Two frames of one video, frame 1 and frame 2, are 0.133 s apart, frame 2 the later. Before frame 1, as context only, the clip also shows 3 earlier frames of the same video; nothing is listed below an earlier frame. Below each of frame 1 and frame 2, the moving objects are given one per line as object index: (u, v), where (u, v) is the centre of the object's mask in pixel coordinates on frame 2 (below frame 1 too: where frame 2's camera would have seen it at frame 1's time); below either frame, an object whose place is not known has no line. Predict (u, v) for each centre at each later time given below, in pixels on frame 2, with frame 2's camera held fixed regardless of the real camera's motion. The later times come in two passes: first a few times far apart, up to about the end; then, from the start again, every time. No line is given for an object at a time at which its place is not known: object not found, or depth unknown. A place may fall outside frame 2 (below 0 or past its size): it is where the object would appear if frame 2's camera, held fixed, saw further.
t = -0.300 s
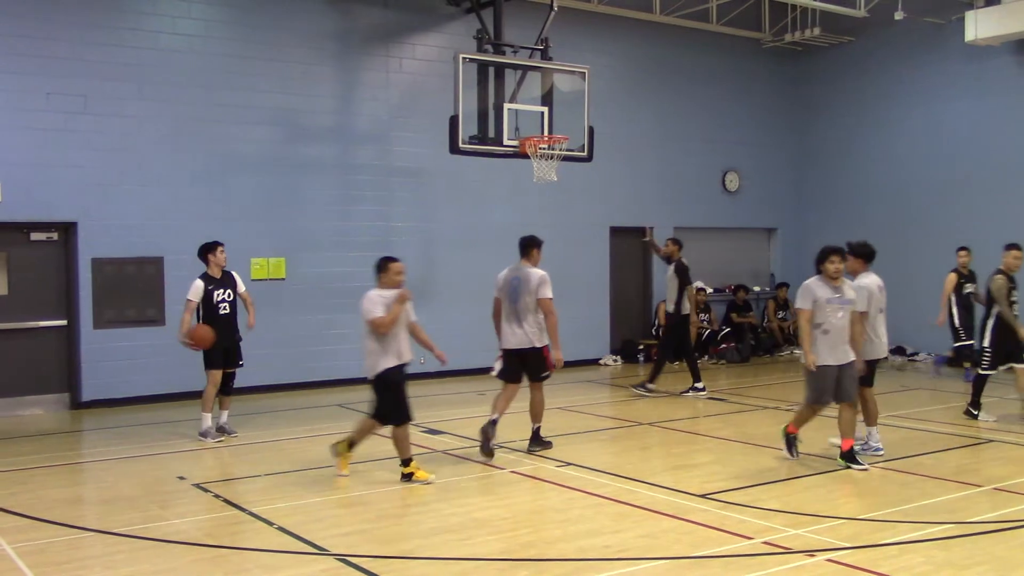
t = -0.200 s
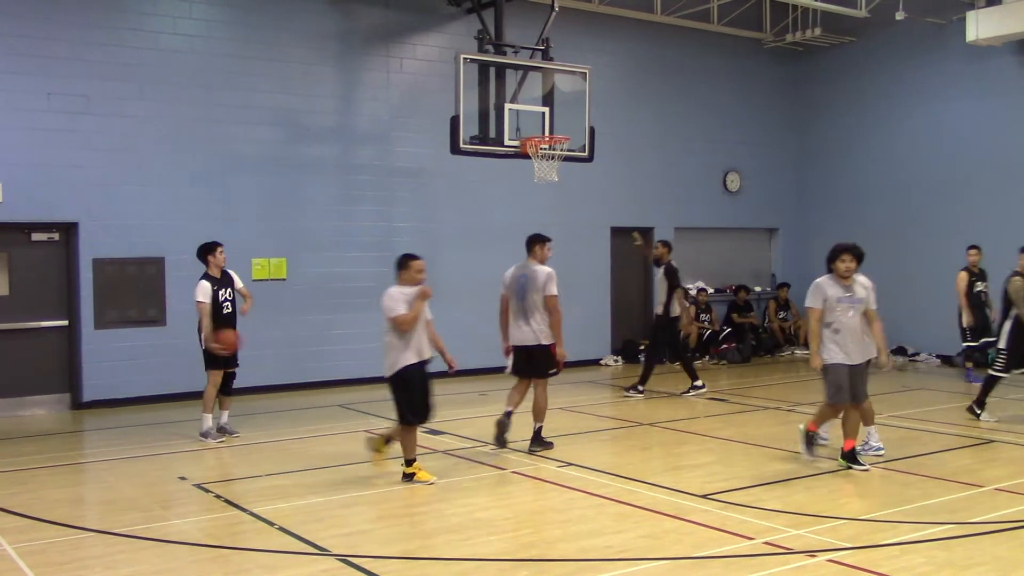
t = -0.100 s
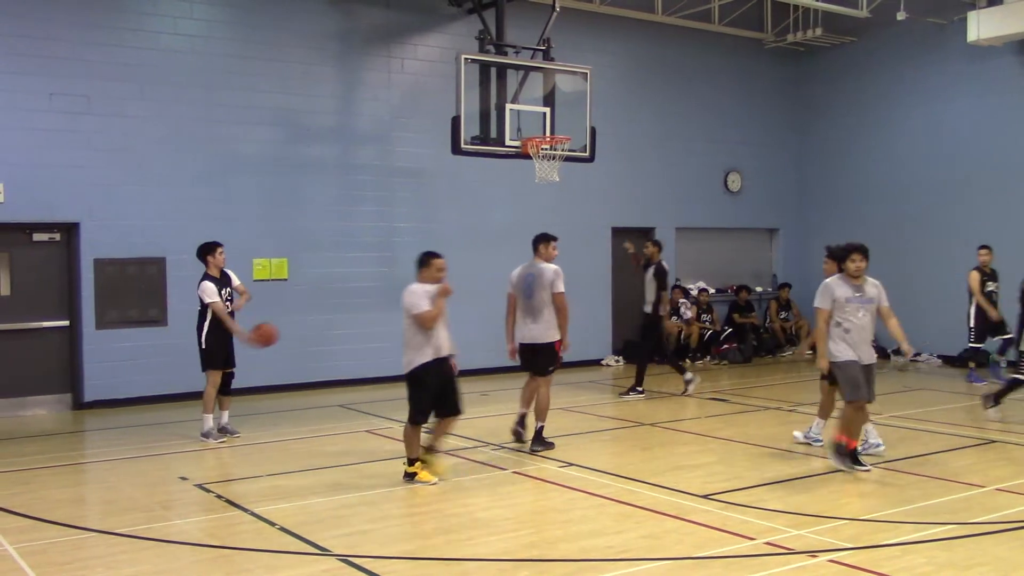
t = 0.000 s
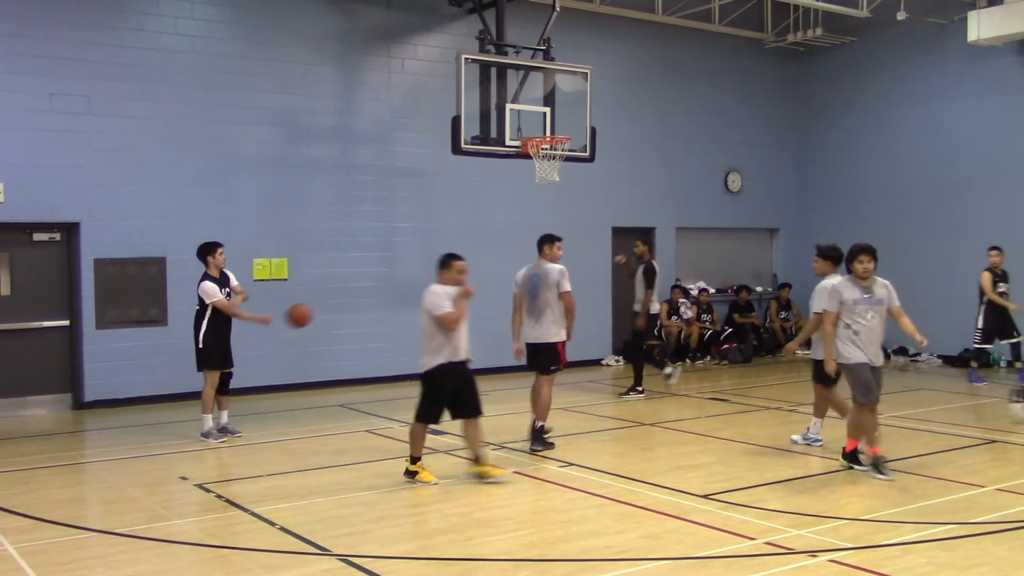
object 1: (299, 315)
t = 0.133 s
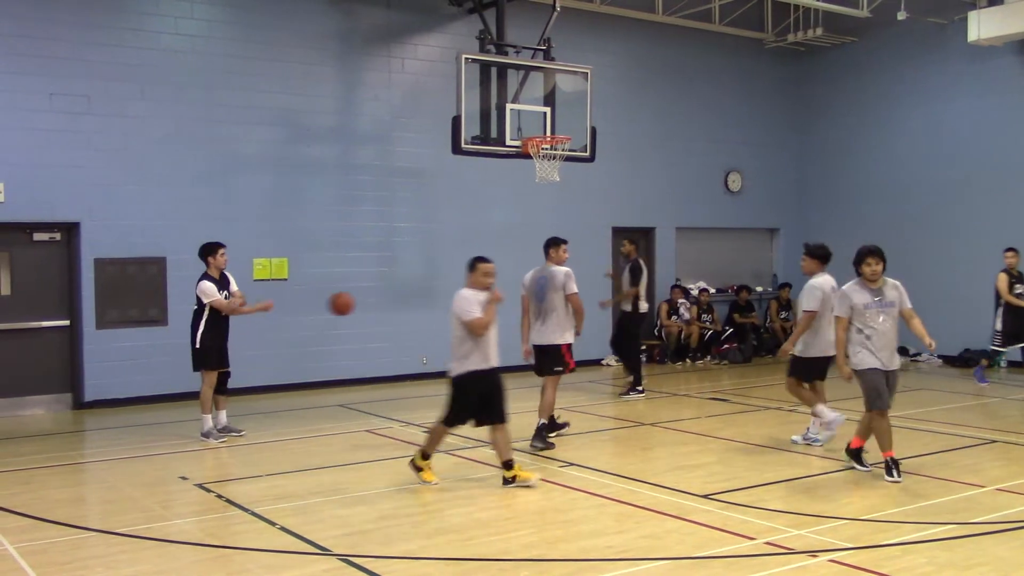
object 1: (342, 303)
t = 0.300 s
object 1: (390, 313)
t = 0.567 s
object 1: (459, 378)
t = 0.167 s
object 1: (352, 303)
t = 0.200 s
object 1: (361, 304)
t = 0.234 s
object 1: (370, 306)
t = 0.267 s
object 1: (380, 309)
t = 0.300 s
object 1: (390, 313)
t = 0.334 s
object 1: (399, 318)
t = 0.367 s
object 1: (408, 324)
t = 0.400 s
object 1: (417, 331)
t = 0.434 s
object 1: (426, 339)
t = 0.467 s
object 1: (434, 347)
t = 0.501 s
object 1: (443, 356)
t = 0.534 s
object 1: (451, 366)
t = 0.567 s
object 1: (459, 378)
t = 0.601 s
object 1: (467, 389)
